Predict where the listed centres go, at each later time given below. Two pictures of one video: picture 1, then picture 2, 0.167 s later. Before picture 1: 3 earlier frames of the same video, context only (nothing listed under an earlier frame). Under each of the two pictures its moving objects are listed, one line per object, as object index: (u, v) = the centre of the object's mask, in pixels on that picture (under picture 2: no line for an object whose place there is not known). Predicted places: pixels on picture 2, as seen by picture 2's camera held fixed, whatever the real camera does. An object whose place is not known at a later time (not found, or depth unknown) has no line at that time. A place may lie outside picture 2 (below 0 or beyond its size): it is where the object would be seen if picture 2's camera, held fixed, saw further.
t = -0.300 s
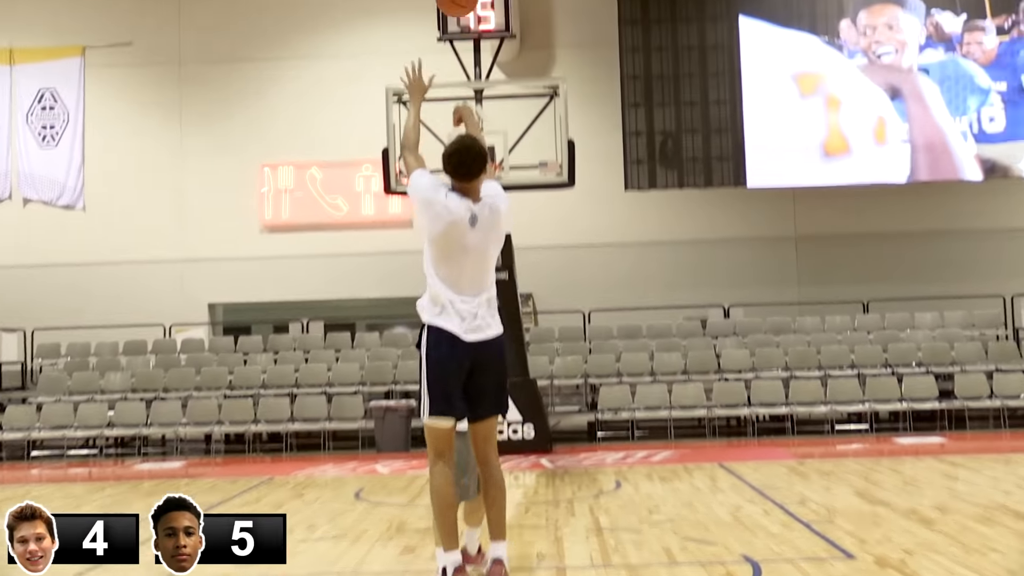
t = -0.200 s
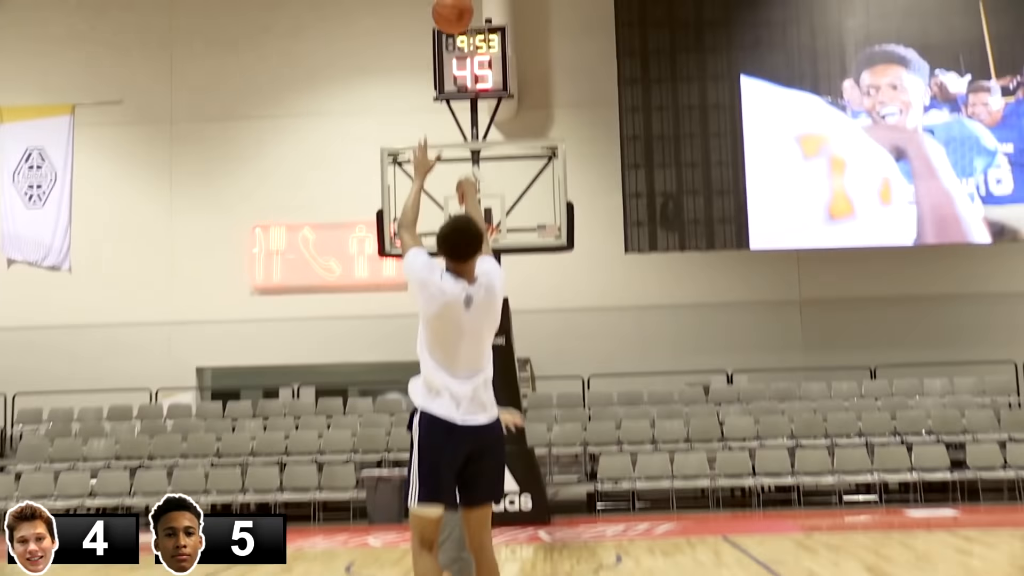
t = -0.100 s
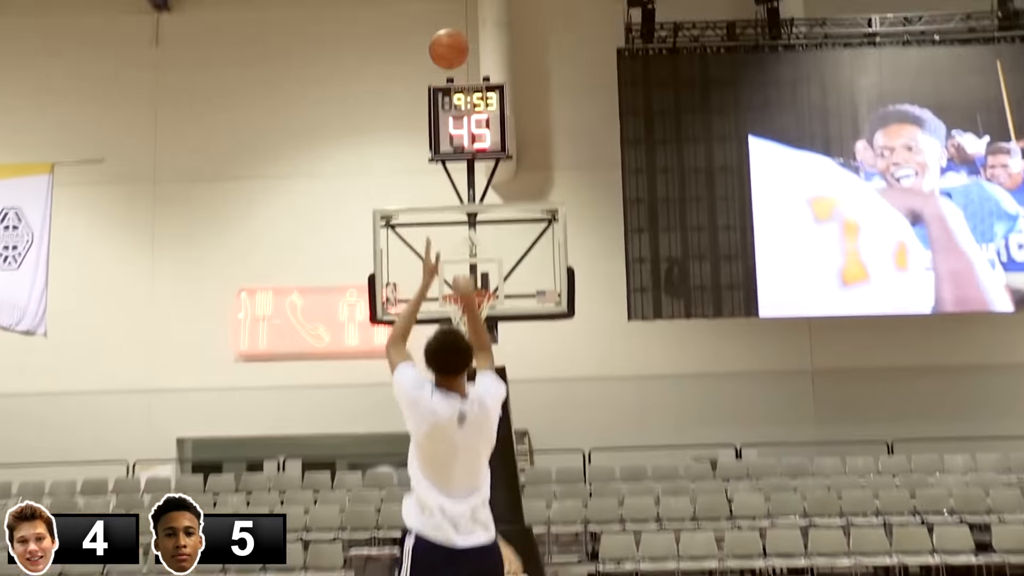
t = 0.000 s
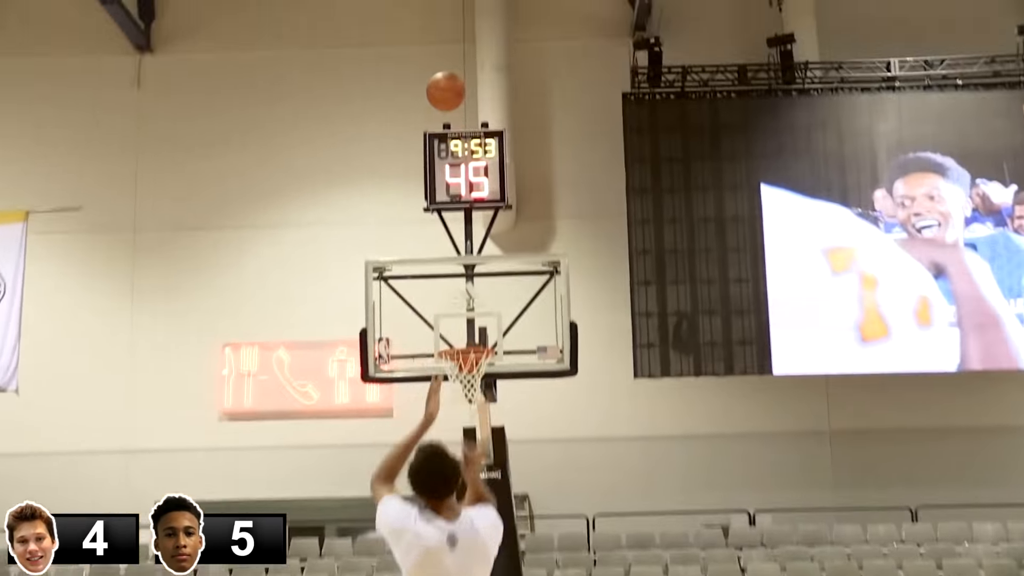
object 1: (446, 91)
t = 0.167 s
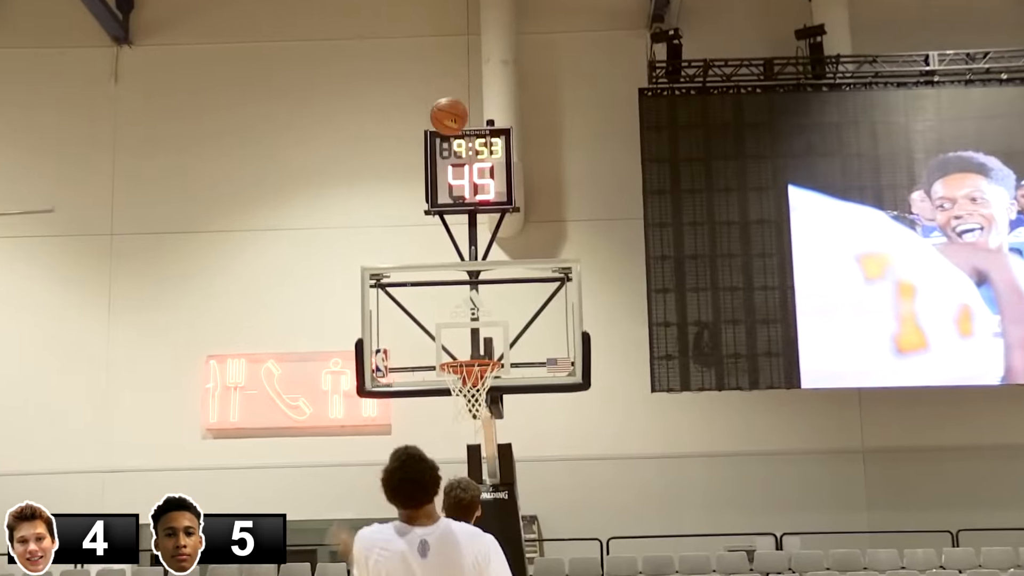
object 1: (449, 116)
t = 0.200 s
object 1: (449, 128)
